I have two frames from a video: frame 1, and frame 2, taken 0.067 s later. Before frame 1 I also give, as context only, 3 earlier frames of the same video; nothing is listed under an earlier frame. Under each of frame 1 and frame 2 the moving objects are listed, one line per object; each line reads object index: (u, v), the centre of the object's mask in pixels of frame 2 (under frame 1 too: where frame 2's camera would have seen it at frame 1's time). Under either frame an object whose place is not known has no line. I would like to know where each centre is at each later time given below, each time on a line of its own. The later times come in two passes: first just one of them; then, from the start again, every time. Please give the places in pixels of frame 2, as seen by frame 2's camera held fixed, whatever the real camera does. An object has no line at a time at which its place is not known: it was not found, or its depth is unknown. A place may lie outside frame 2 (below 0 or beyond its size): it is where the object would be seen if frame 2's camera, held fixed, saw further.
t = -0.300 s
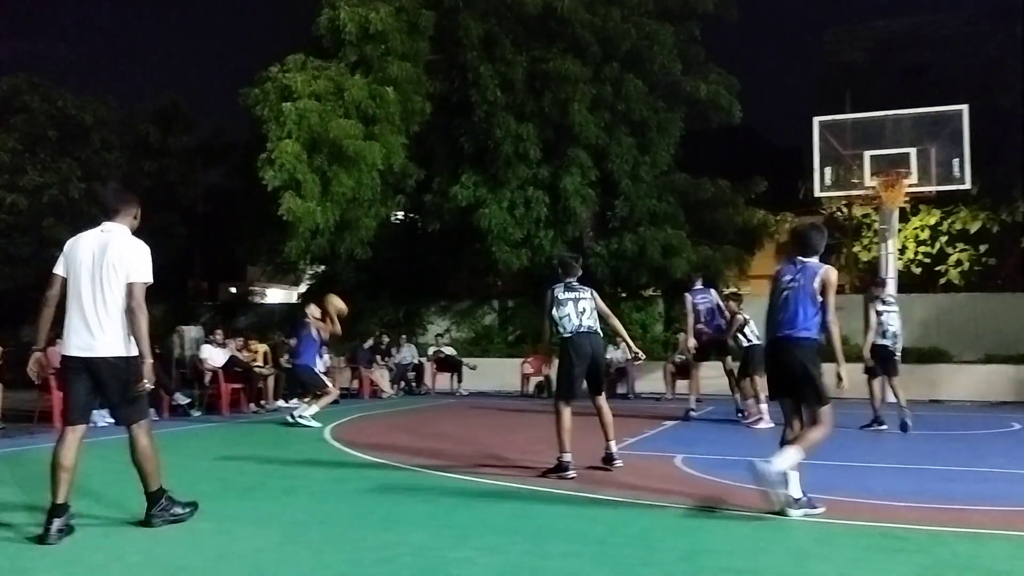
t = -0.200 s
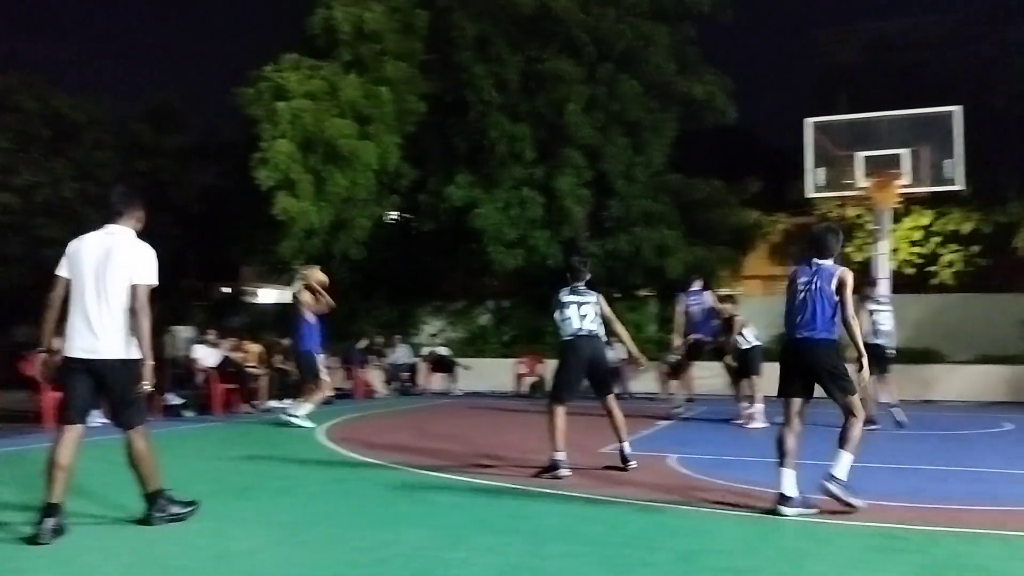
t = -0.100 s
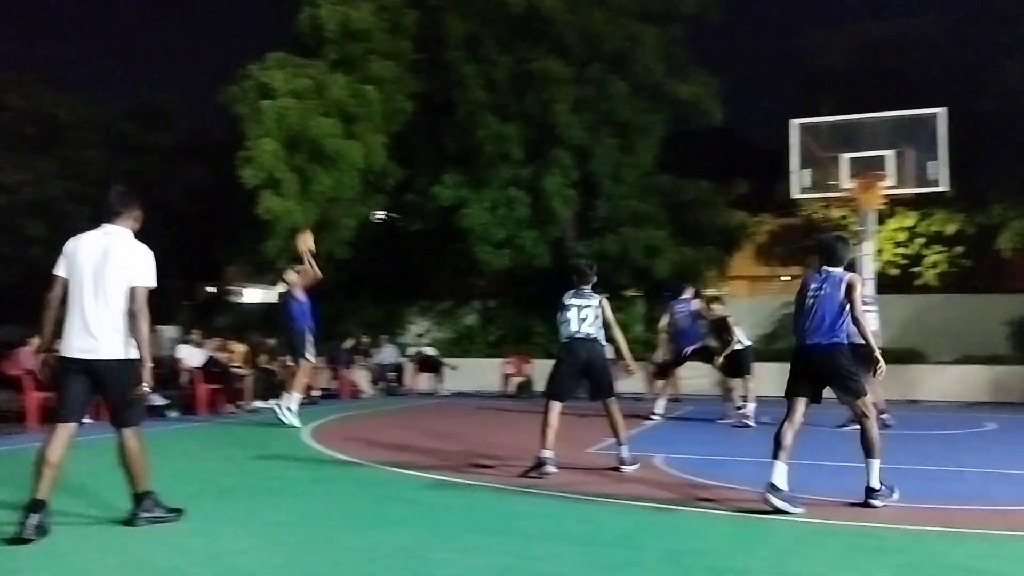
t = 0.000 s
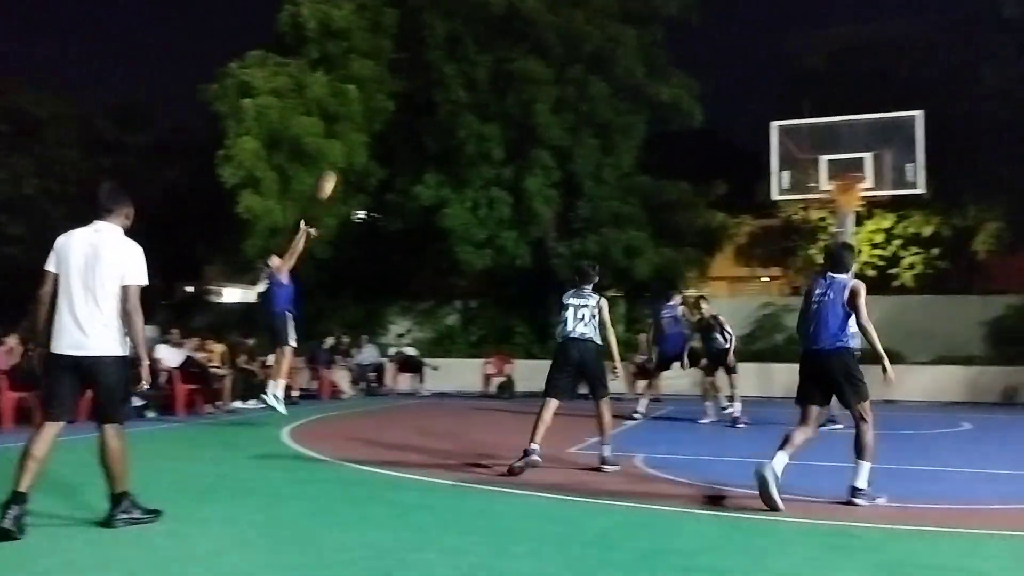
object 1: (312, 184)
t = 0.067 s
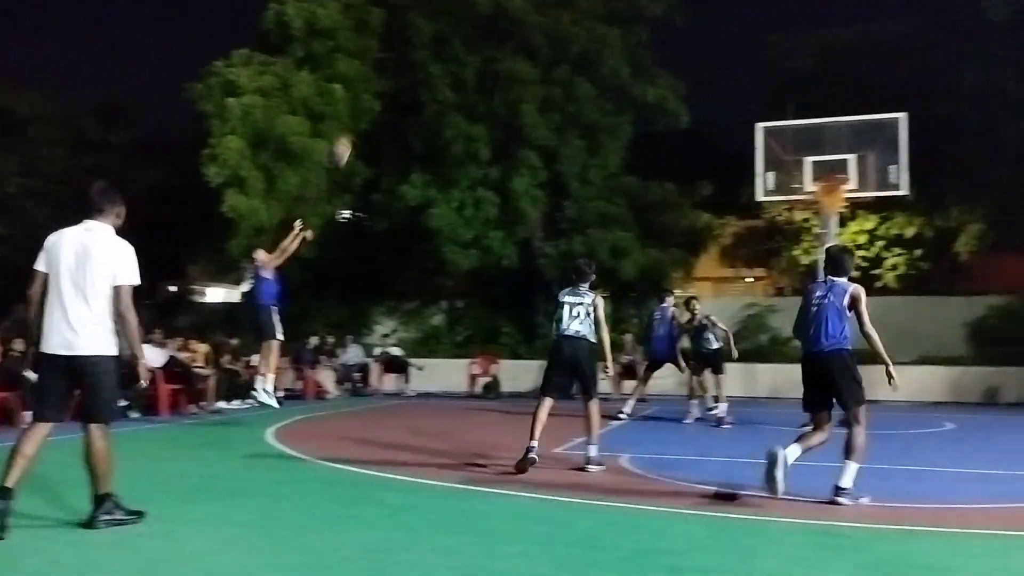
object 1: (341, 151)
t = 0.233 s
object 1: (415, 83)
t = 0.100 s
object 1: (356, 134)
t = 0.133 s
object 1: (369, 120)
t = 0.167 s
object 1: (383, 107)
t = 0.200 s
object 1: (399, 94)
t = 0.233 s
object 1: (415, 83)
